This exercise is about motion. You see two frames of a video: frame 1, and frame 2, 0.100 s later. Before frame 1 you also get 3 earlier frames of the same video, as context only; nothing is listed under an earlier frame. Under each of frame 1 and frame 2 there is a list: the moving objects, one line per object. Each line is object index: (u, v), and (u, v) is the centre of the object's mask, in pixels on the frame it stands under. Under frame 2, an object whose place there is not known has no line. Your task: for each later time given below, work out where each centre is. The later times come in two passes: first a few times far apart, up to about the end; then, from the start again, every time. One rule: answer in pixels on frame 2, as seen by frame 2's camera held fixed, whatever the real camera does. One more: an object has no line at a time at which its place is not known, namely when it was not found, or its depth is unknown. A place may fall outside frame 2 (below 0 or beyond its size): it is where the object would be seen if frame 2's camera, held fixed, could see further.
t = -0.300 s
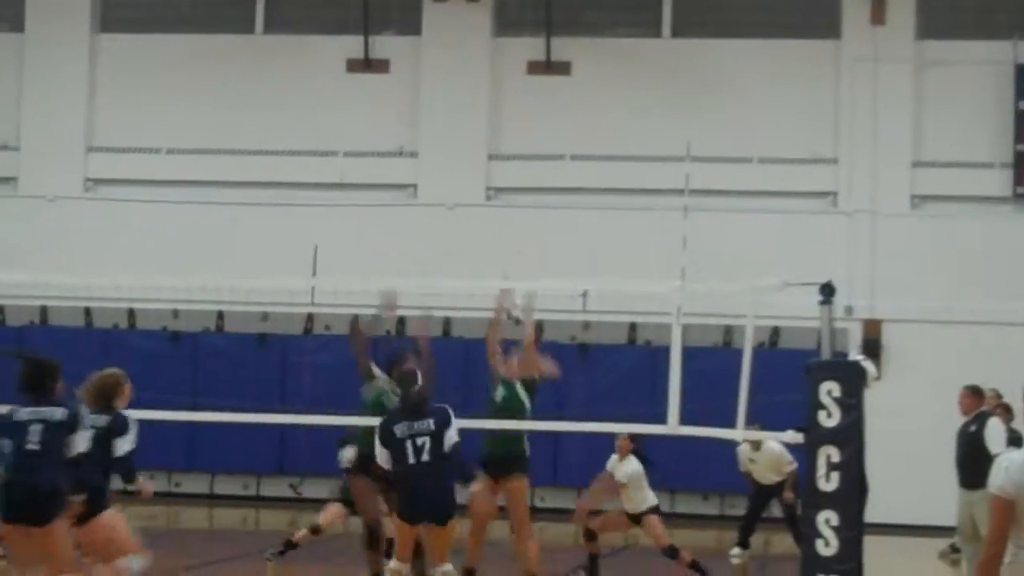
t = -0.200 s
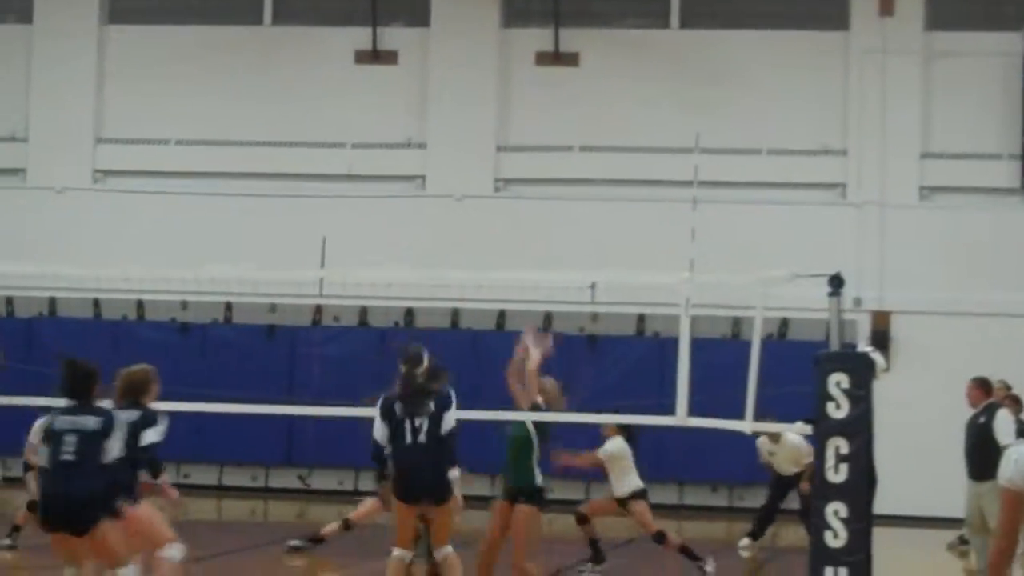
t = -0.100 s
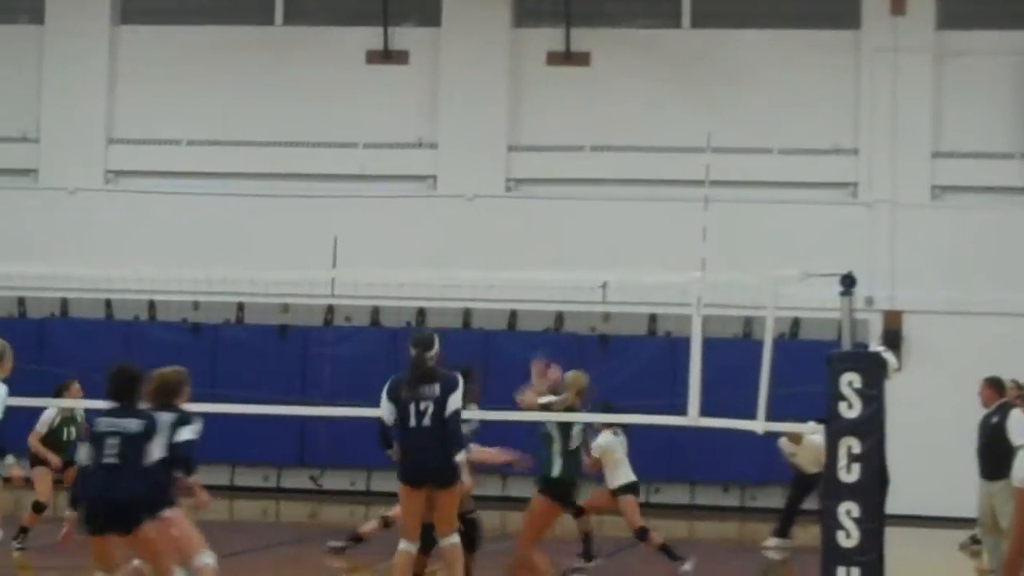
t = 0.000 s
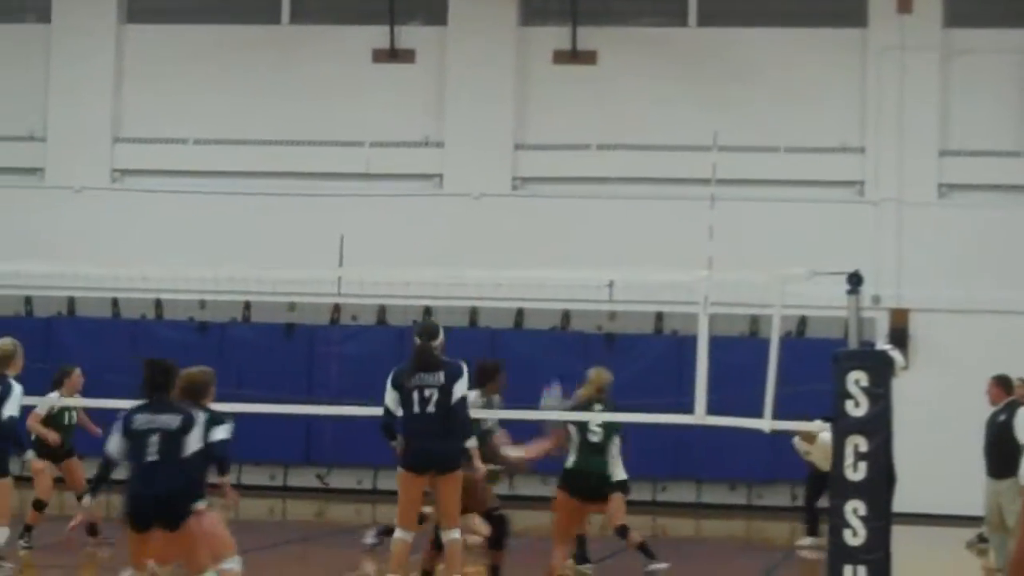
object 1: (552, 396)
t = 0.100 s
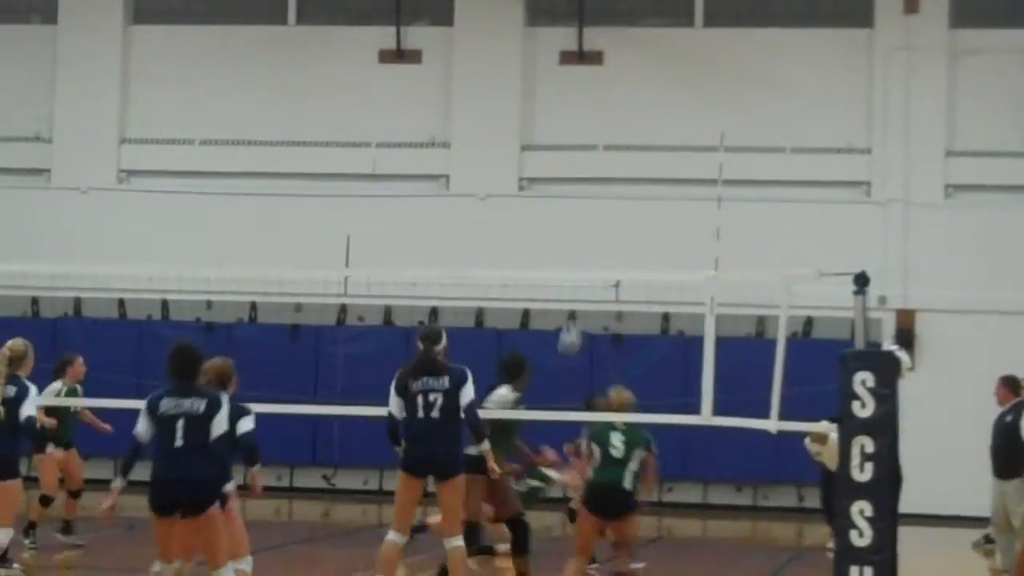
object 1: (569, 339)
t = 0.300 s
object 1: (596, 244)
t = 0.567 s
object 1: (622, 187)
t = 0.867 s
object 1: (650, 217)
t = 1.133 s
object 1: (671, 313)
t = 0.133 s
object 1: (575, 318)
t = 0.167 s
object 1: (579, 302)
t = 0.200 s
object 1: (583, 290)
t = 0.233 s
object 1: (585, 273)
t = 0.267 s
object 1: (590, 260)
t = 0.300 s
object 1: (596, 244)
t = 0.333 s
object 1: (598, 235)
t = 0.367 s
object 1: (601, 224)
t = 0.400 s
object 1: (606, 216)
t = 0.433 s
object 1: (607, 209)
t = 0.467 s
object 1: (612, 202)
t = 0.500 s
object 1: (616, 197)
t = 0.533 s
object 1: (621, 191)
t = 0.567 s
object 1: (622, 187)
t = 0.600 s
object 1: (625, 187)
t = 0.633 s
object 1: (629, 187)
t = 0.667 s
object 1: (632, 187)
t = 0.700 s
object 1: (635, 188)
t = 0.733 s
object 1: (638, 192)
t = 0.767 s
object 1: (640, 198)
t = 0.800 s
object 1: (645, 202)
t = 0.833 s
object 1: (648, 210)
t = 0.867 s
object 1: (650, 217)
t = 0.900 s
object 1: (655, 225)
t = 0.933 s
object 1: (657, 237)
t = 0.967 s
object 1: (659, 248)
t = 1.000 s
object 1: (663, 260)
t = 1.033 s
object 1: (663, 265)
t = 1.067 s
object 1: (665, 288)
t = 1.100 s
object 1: (671, 299)
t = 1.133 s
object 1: (671, 313)
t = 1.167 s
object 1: (676, 331)
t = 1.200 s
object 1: (678, 349)
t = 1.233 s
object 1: (681, 370)
